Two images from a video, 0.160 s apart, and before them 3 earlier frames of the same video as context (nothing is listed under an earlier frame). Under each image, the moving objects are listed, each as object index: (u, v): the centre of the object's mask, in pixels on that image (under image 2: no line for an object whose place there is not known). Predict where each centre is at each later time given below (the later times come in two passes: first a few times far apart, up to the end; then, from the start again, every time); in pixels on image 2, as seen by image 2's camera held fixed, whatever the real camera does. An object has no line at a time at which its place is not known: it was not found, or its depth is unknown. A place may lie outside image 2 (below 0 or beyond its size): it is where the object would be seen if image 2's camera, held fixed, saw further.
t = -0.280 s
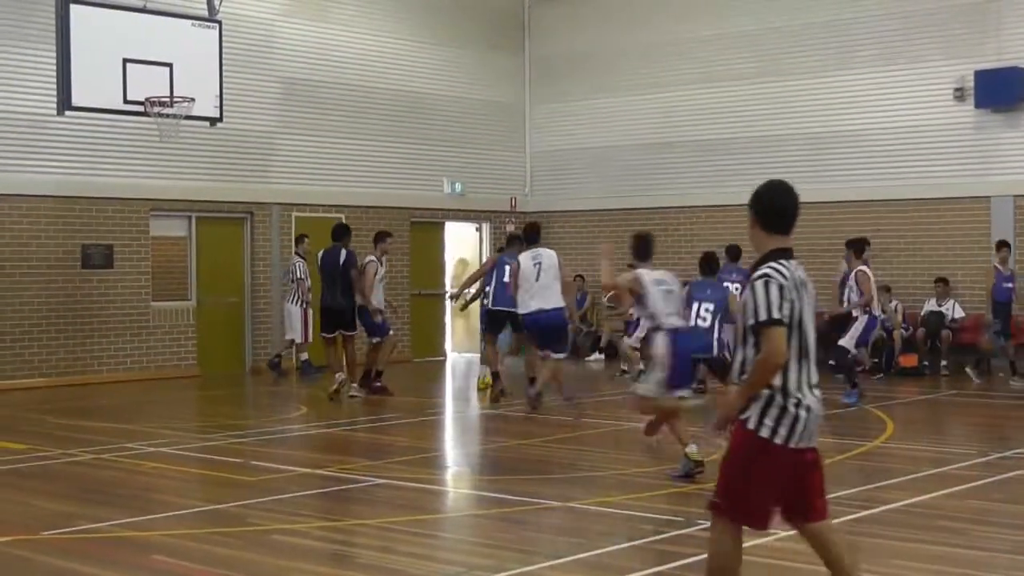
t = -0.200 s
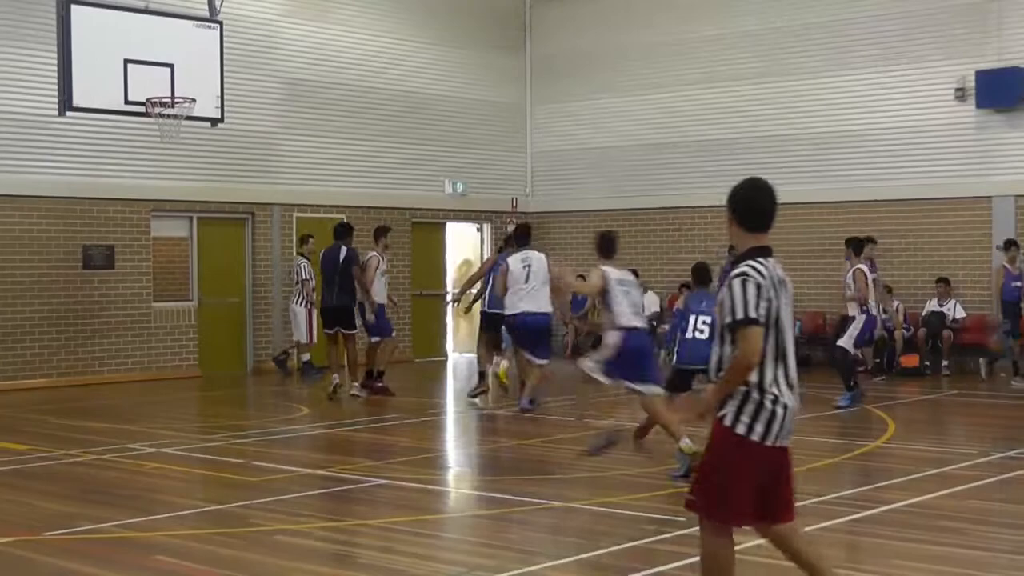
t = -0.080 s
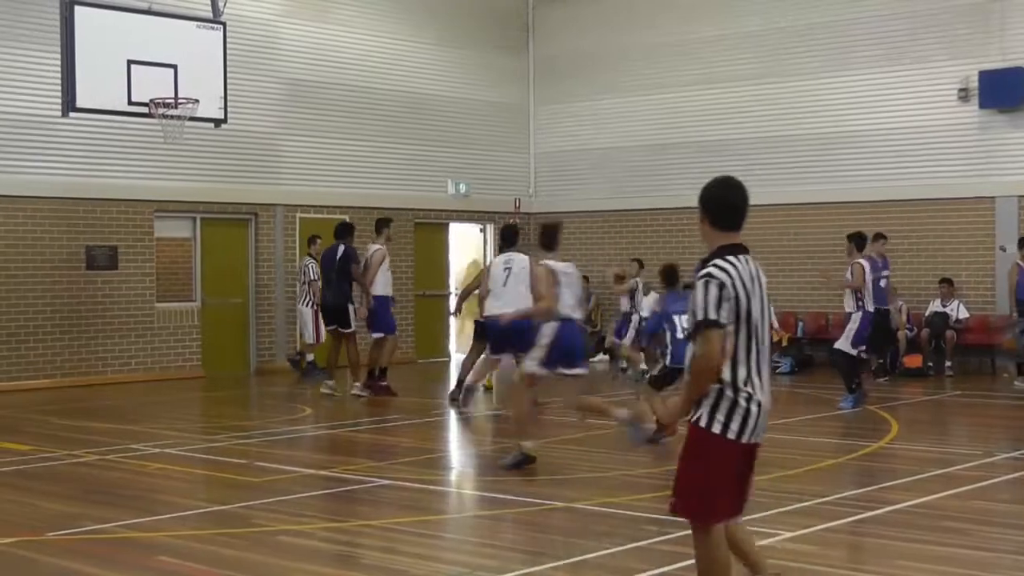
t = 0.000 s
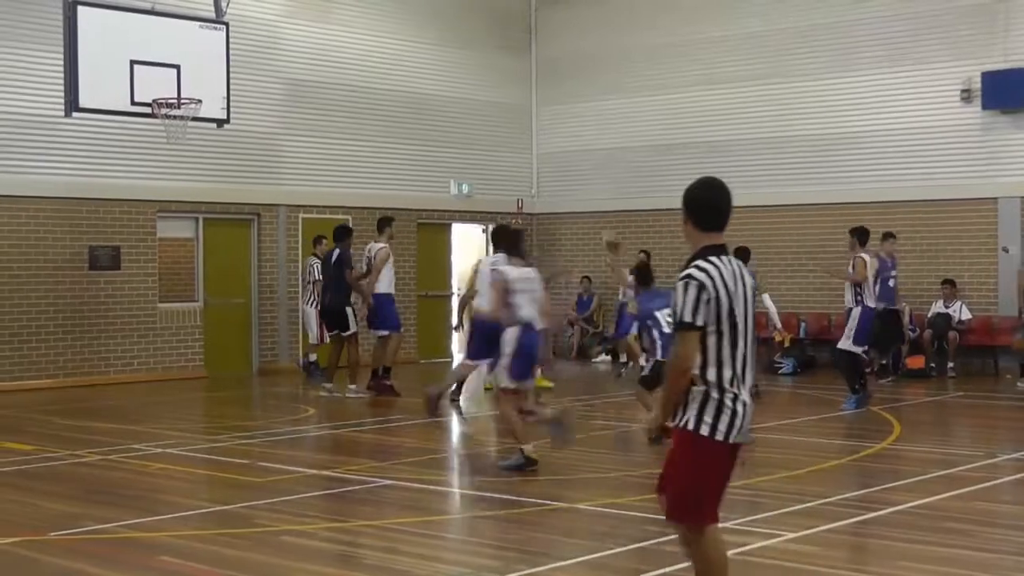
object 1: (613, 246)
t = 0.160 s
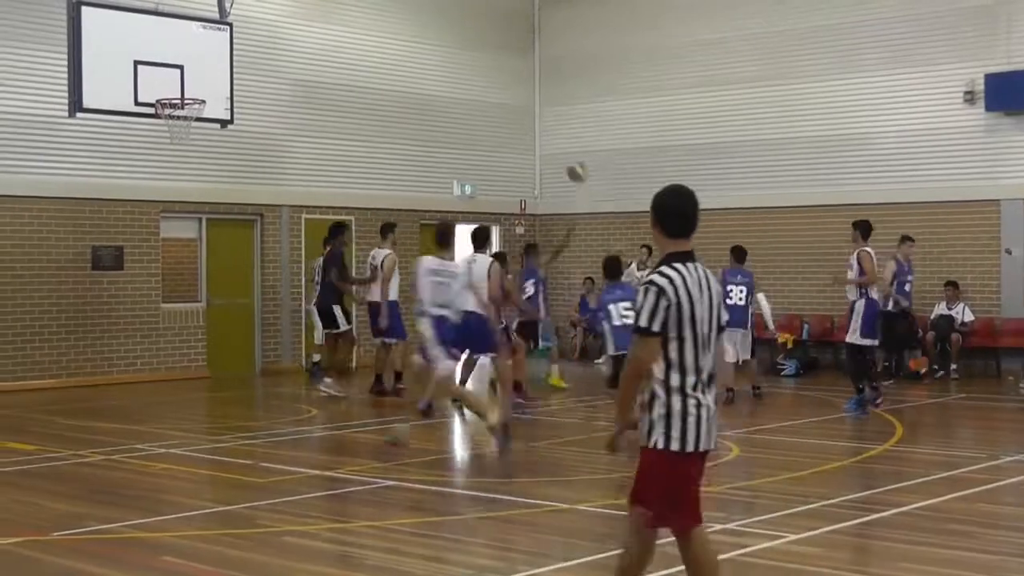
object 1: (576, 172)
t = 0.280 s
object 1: (543, 128)
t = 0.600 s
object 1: (440, 58)
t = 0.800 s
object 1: (364, 61)
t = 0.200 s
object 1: (564, 157)
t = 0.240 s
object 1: (554, 141)
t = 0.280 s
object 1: (543, 128)
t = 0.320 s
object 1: (533, 114)
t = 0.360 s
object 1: (522, 104)
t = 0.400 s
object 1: (509, 94)
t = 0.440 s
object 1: (496, 85)
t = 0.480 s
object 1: (482, 74)
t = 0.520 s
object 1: (468, 66)
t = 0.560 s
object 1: (455, 63)
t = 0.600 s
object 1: (440, 58)
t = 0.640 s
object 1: (426, 57)
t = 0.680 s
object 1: (410, 55)
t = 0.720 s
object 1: (392, 54)
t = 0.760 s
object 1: (380, 59)
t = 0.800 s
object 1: (364, 61)
